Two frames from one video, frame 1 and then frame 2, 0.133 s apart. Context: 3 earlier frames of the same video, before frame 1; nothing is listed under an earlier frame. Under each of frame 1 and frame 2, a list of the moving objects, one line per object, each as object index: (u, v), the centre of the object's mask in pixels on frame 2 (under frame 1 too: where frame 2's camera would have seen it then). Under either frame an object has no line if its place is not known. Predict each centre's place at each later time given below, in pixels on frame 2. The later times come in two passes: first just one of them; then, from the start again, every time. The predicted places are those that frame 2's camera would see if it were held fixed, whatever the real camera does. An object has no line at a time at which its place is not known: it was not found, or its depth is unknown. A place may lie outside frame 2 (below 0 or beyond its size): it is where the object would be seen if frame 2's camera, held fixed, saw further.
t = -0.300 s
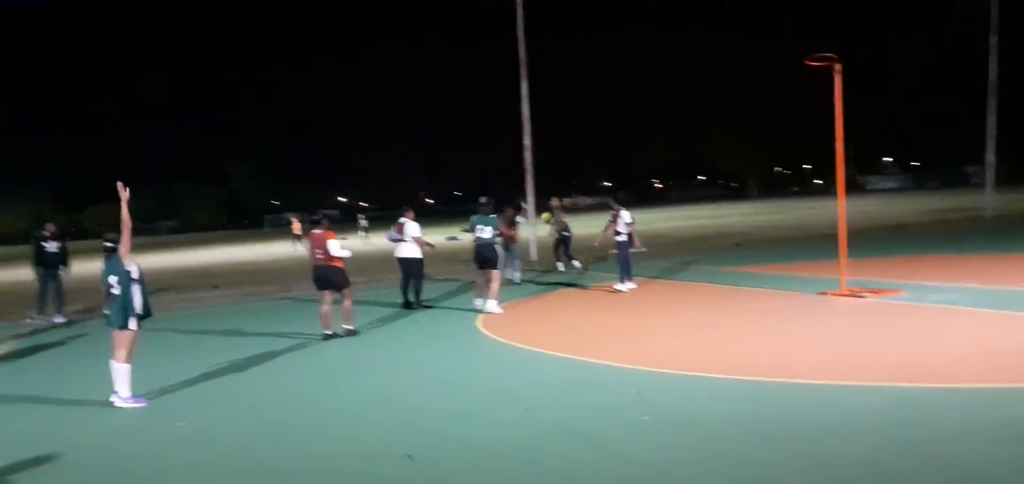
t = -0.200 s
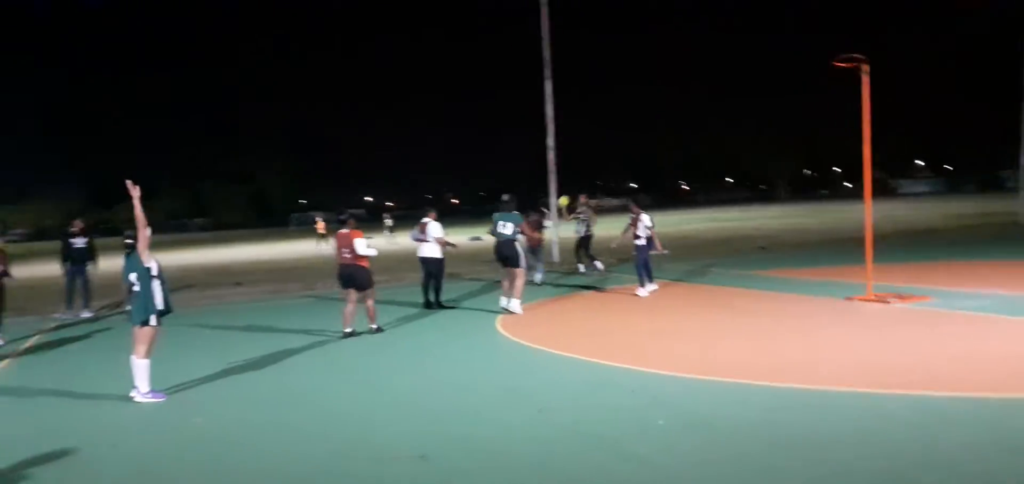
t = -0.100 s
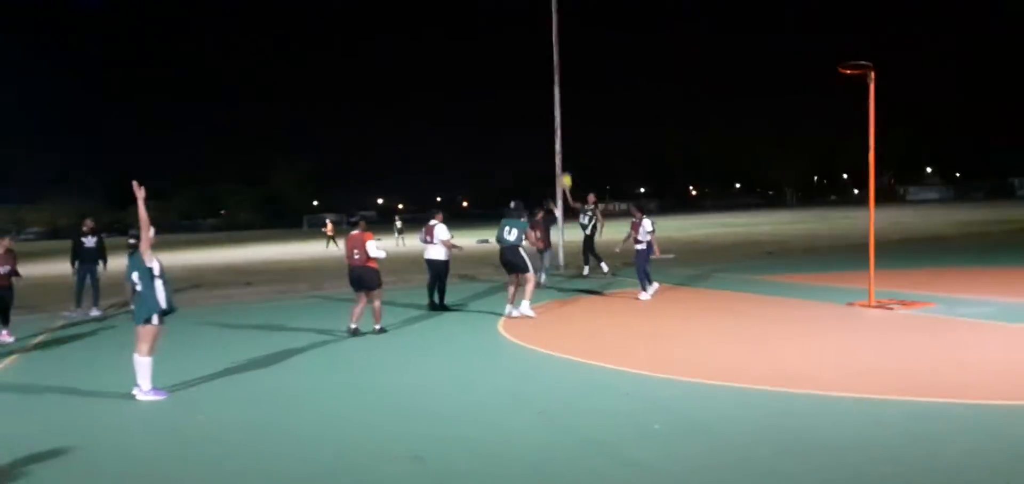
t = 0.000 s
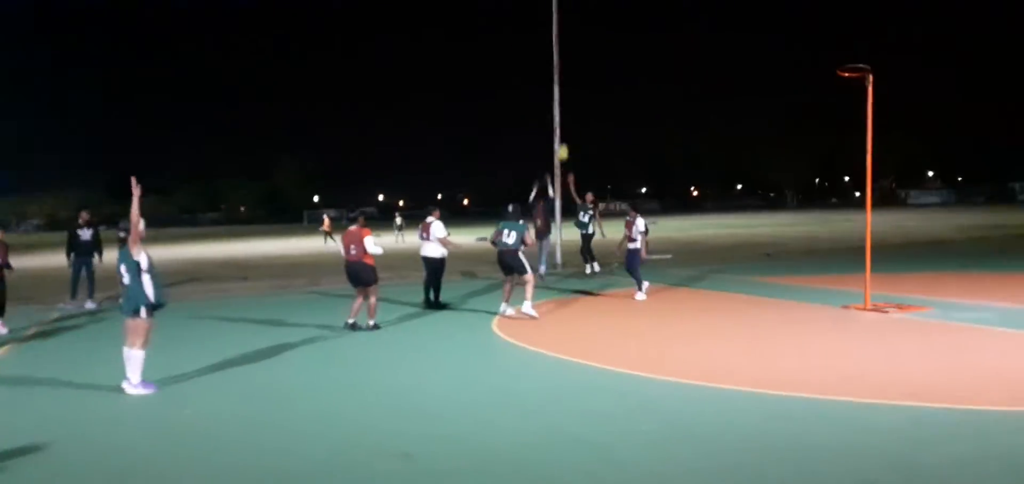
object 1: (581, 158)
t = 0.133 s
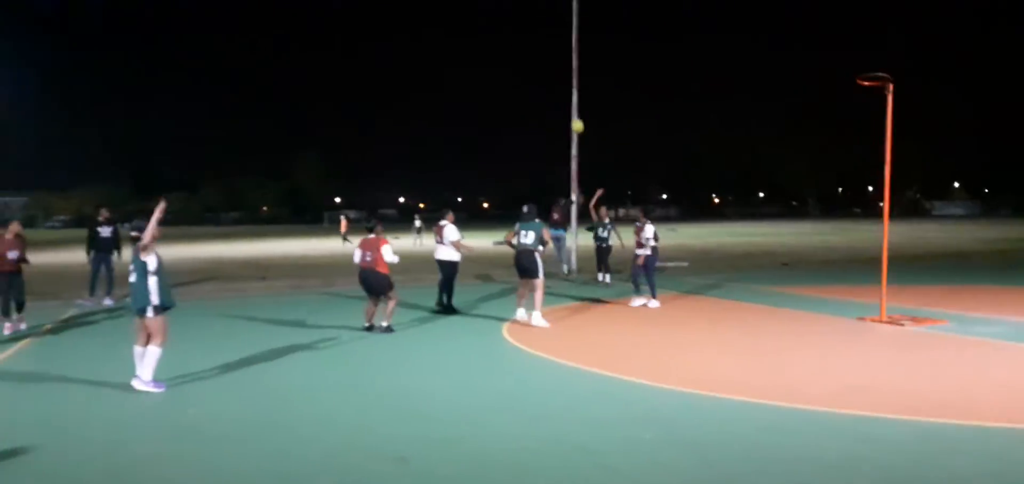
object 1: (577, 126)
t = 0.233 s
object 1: (577, 108)
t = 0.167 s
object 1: (577, 119)
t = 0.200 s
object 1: (577, 114)
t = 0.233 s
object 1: (577, 108)
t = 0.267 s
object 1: (576, 102)
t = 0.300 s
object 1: (576, 96)
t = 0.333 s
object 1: (575, 92)
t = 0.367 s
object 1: (575, 87)
